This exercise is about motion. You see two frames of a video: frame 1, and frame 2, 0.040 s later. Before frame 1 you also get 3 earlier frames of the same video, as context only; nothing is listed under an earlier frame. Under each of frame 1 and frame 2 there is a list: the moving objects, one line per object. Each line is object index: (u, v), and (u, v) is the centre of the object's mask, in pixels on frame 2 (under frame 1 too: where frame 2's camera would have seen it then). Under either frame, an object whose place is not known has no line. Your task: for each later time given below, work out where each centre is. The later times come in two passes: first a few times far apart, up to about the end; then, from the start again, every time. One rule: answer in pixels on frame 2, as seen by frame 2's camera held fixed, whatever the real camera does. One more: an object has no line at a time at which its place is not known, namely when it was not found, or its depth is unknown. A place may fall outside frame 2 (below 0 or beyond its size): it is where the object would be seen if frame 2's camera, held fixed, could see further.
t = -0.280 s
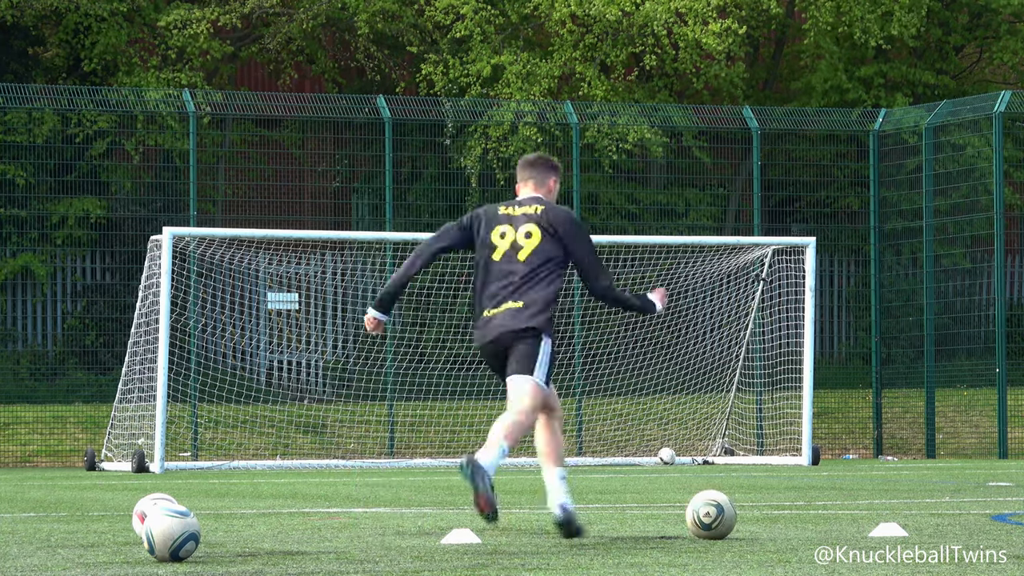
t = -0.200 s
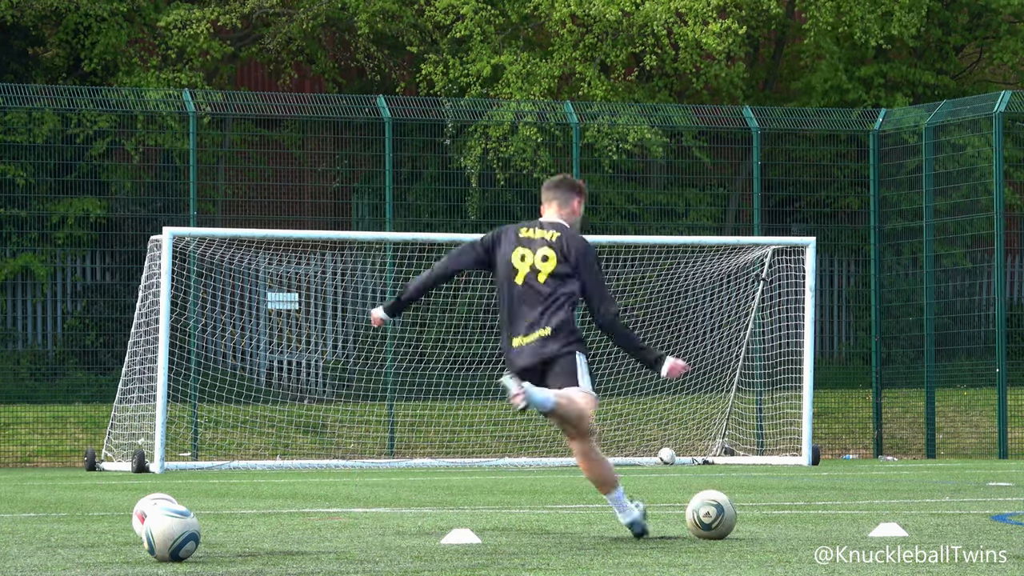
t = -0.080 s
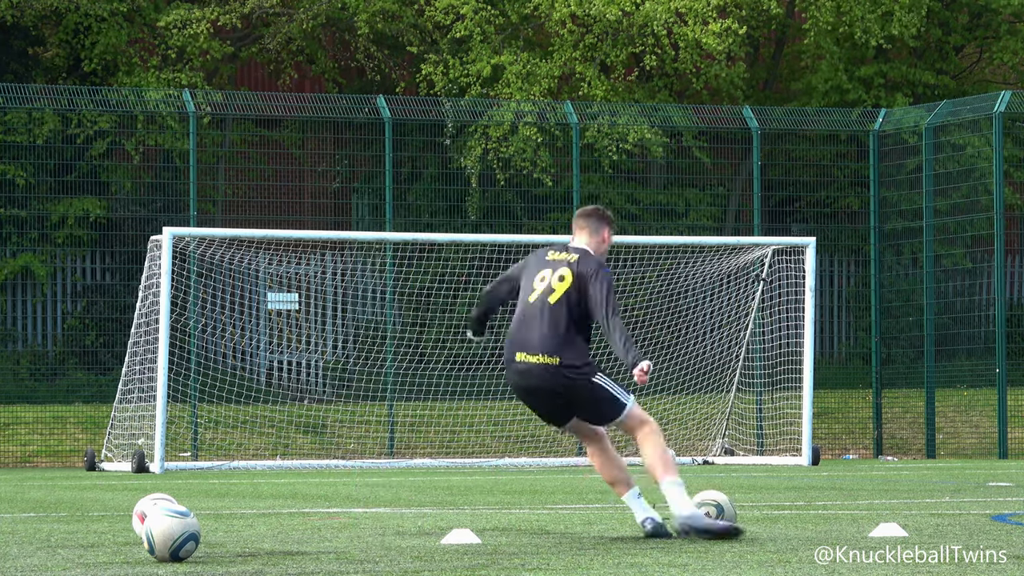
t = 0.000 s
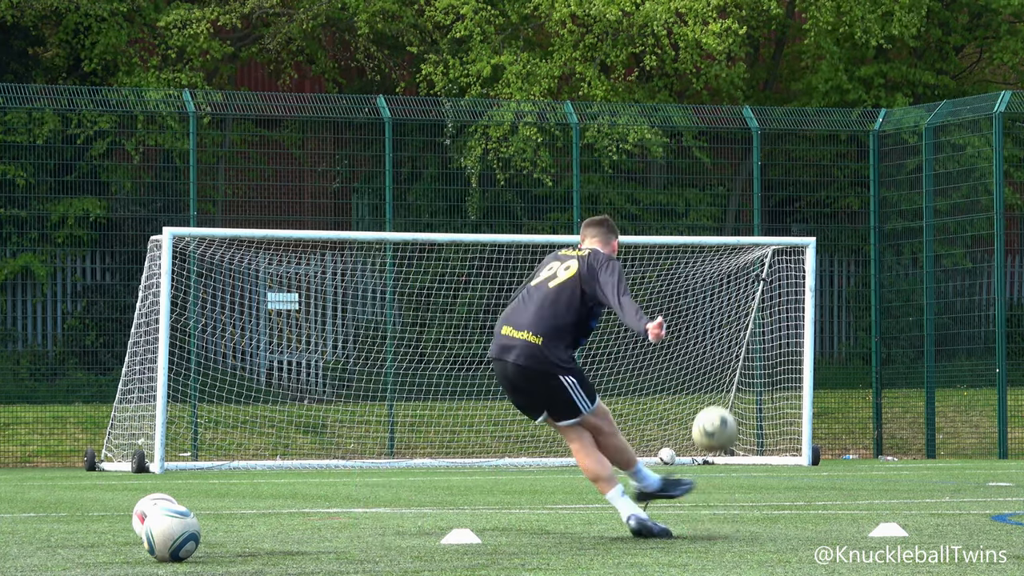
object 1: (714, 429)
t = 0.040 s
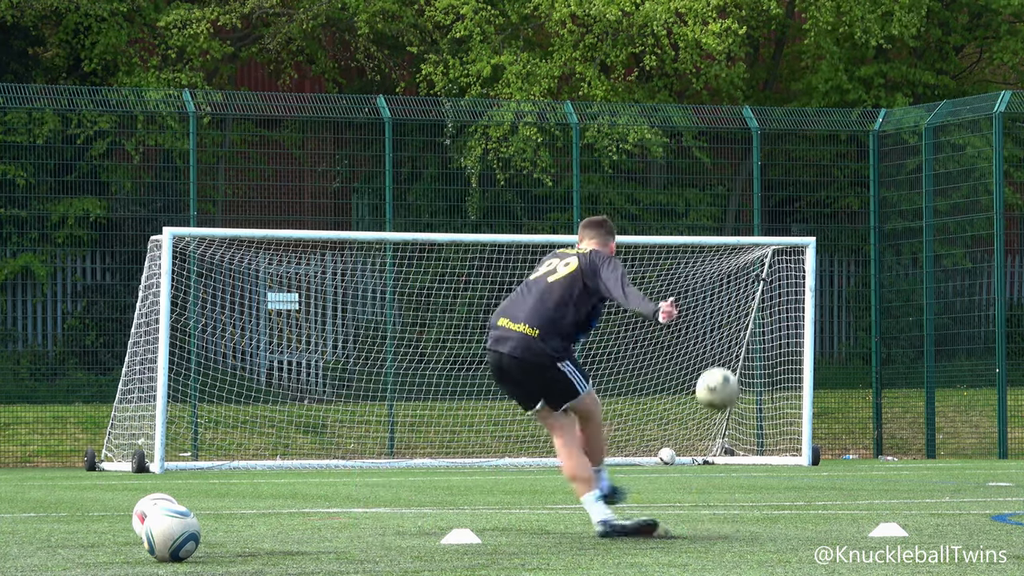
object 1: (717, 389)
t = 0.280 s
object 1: (725, 254)
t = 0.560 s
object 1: (753, 247)
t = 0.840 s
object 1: (789, 328)
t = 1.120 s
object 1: (923, 439)
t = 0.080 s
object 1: (719, 356)
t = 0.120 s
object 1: (720, 328)
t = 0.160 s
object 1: (721, 305)
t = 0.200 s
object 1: (723, 284)
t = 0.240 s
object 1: (723, 267)
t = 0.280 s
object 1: (725, 254)
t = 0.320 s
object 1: (728, 243)
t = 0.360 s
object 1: (731, 237)
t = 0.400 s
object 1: (735, 233)
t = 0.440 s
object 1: (739, 233)
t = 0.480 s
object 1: (744, 235)
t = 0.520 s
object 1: (749, 240)
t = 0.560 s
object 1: (753, 247)
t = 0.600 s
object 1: (758, 255)
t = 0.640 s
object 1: (764, 264)
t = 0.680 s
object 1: (769, 276)
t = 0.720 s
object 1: (774, 288)
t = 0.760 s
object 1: (779, 301)
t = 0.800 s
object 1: (784, 315)
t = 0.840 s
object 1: (789, 328)
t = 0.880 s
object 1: (794, 343)
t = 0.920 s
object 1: (799, 360)
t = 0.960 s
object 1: (805, 378)
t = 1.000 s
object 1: (810, 396)
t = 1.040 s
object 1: (817, 413)
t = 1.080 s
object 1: (870, 426)
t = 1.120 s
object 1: (923, 439)
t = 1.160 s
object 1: (976, 454)
